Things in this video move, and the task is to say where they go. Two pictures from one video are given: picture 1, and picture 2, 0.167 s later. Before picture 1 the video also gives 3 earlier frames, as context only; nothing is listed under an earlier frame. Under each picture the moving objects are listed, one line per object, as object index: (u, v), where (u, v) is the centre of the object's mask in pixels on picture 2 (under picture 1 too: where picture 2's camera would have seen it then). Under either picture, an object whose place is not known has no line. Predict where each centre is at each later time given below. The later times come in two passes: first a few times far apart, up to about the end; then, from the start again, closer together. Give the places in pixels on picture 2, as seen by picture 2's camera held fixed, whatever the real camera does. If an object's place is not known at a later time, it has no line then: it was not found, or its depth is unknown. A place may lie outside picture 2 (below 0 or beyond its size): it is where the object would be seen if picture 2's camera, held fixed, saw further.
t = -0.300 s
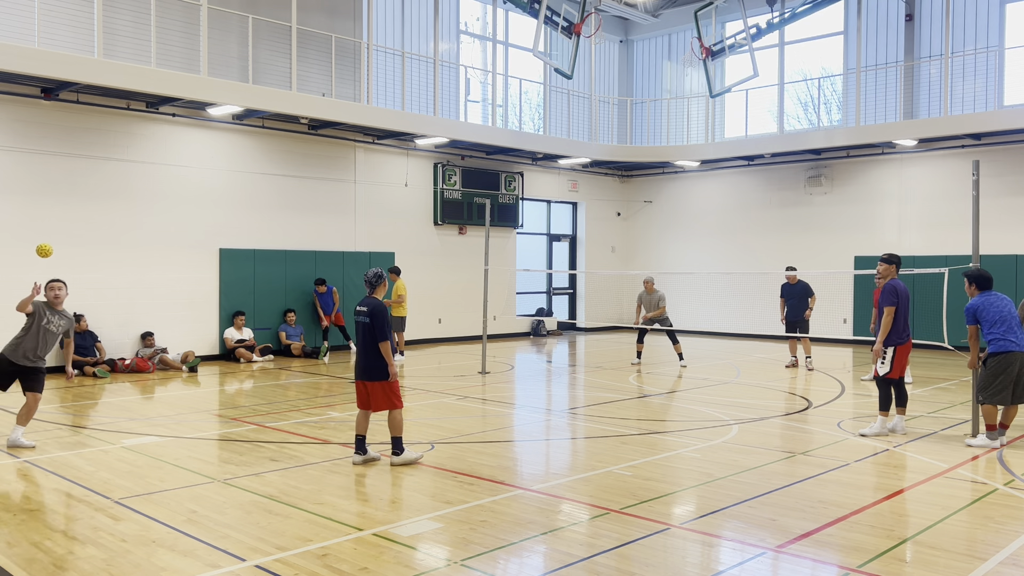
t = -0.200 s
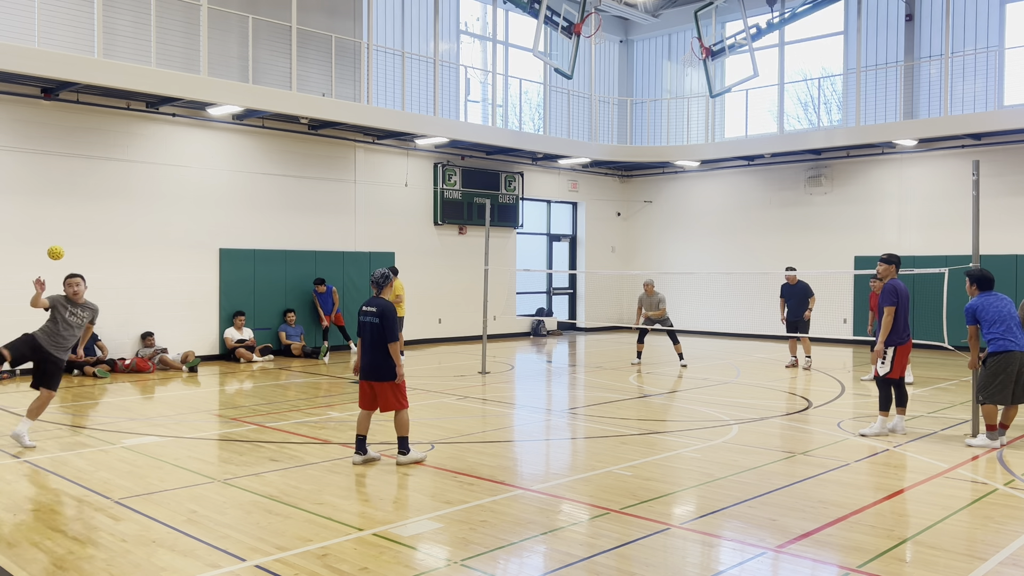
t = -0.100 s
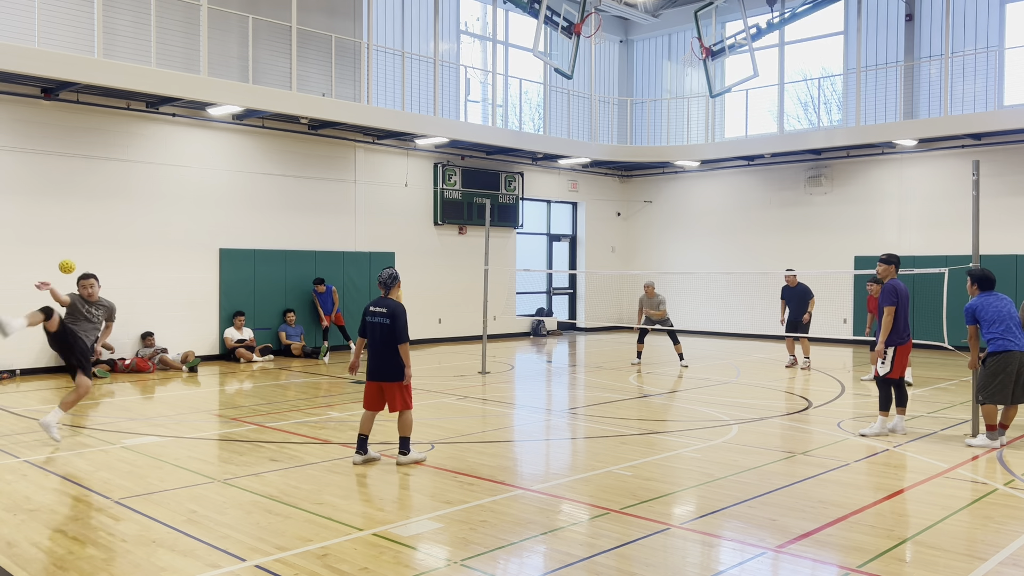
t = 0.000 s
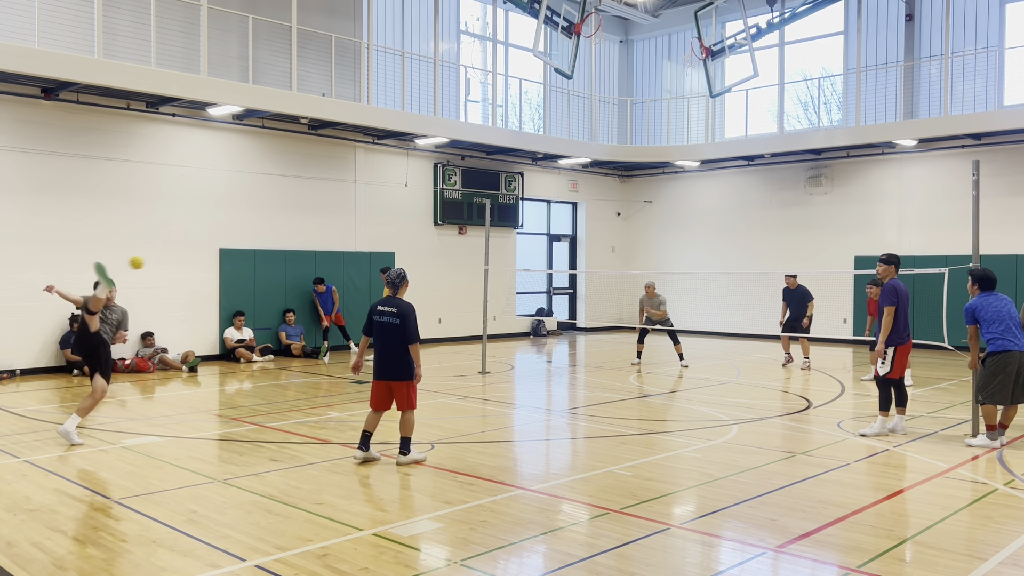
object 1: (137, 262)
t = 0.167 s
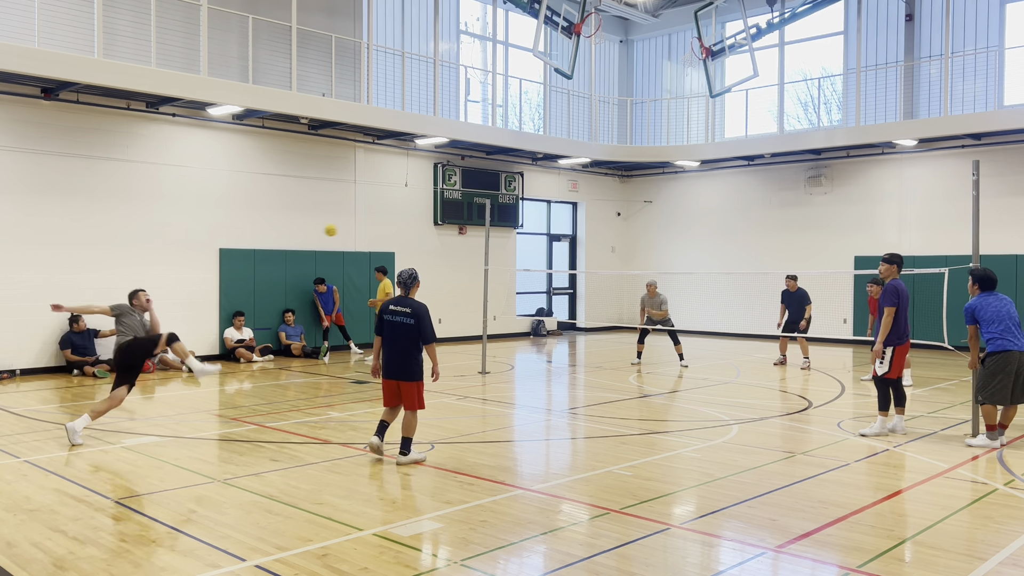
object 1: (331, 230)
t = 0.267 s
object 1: (422, 227)
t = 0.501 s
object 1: (587, 252)
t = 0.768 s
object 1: (726, 320)
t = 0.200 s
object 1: (363, 228)
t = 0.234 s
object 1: (393, 227)
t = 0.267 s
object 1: (422, 227)
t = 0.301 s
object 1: (450, 228)
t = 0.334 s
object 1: (476, 230)
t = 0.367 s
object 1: (500, 233)
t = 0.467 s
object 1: (568, 246)
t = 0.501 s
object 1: (587, 252)
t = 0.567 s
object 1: (626, 266)
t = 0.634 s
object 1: (662, 282)
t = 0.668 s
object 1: (679, 291)
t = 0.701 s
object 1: (695, 300)
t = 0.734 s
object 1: (711, 310)
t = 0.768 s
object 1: (726, 320)
